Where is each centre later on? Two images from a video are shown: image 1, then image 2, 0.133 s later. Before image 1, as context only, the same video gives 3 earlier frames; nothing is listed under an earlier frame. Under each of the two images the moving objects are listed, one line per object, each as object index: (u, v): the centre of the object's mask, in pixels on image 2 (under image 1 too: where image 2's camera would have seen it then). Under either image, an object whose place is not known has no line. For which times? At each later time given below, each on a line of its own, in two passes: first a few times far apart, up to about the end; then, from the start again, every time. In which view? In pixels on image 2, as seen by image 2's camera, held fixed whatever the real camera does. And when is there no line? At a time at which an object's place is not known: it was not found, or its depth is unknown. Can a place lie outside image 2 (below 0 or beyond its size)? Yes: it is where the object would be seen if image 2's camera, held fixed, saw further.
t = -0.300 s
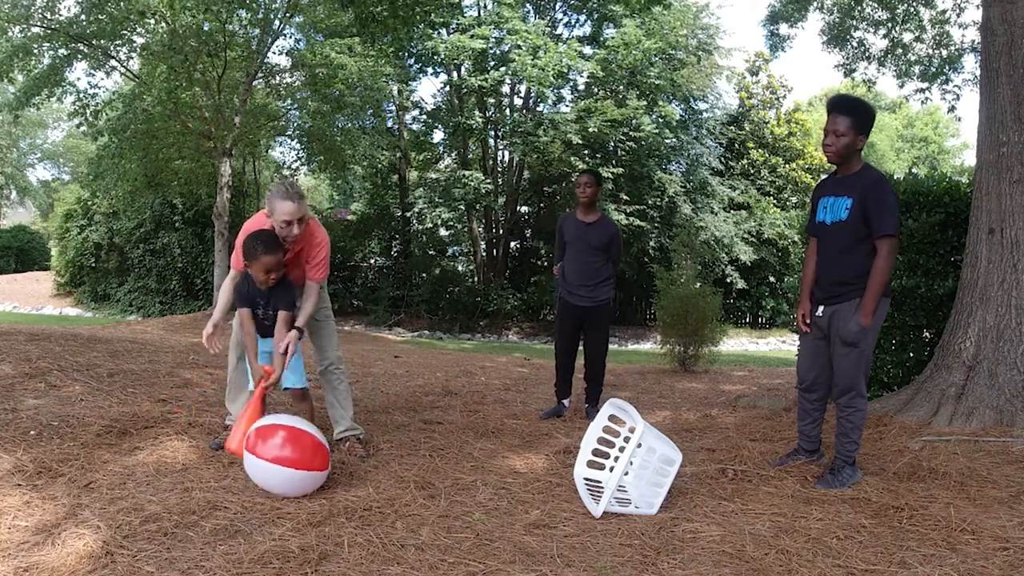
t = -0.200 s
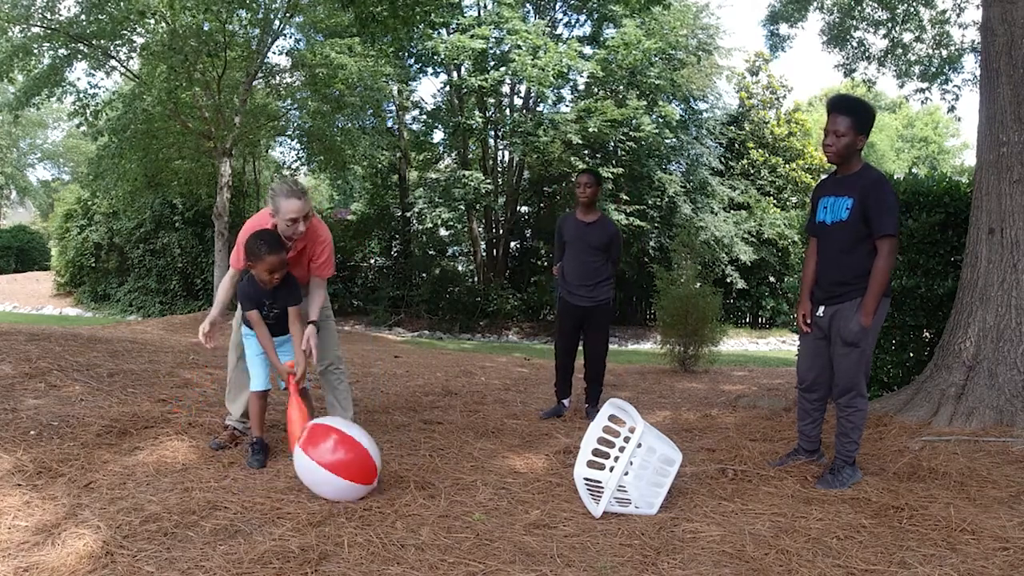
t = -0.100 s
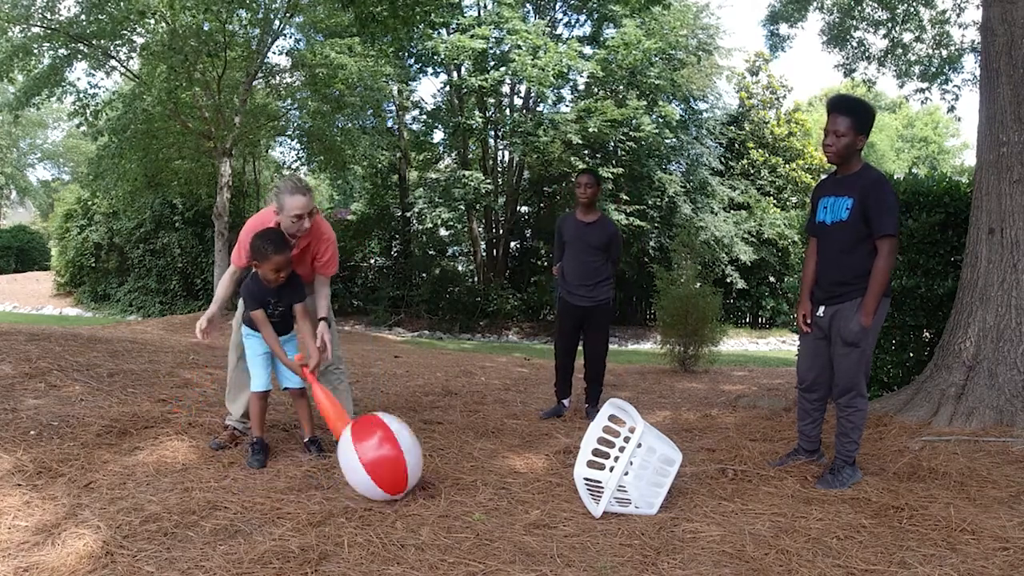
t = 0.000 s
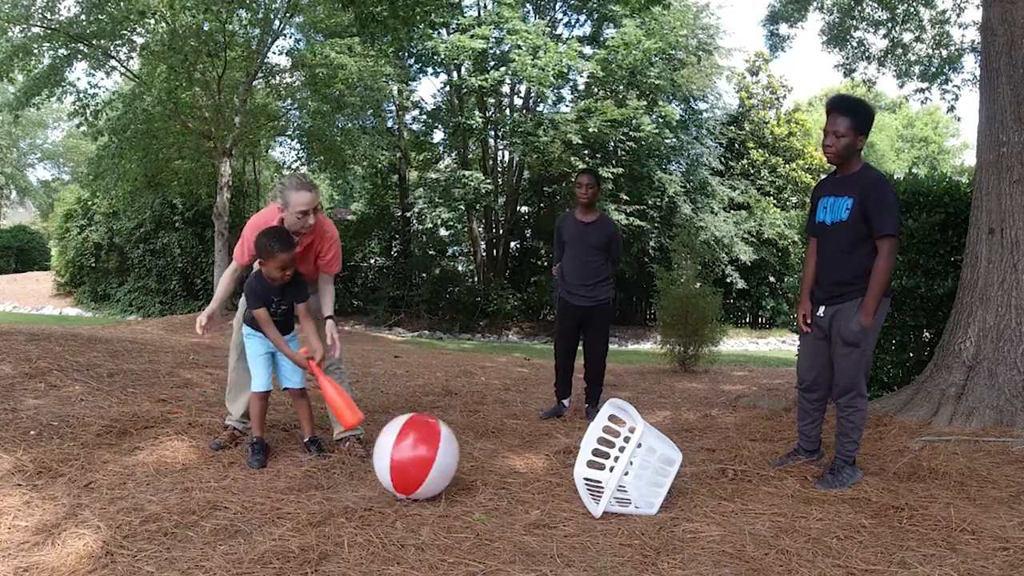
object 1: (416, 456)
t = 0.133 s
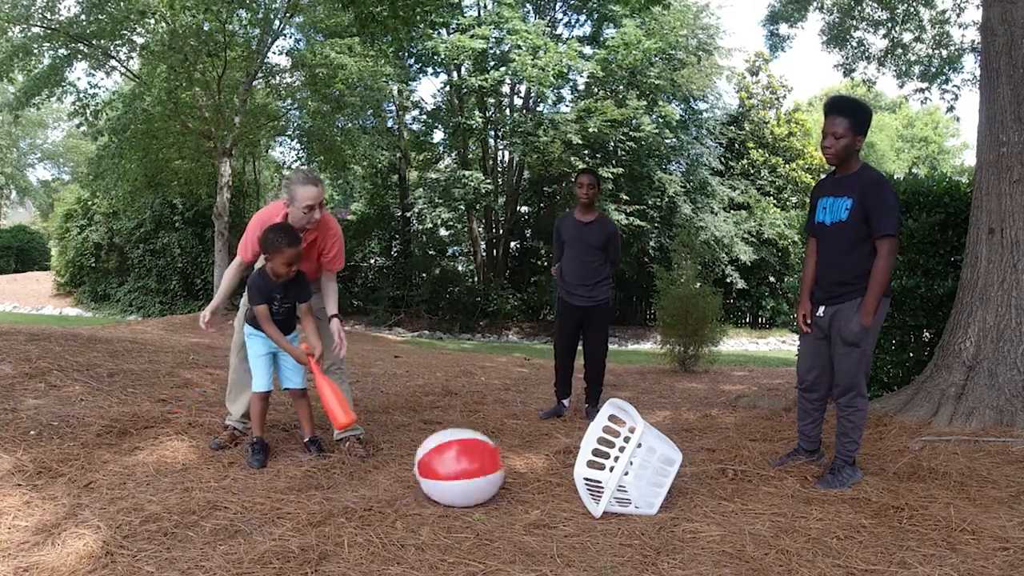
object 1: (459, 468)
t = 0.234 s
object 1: (489, 464)
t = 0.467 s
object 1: (550, 461)
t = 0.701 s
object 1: (590, 450)
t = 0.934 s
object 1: (602, 445)
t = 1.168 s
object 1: (601, 452)
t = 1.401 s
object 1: (602, 455)
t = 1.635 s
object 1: (601, 458)
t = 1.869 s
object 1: (599, 460)
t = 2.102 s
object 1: (599, 460)
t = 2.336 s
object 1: (599, 460)
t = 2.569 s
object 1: (600, 459)
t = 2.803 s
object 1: (600, 458)
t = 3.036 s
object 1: (601, 458)
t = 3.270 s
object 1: (602, 457)
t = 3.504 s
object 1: (602, 457)
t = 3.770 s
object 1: (602, 457)
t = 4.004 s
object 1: (602, 457)
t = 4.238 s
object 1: (602, 456)
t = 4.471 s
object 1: (602, 456)
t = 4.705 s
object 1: (602, 456)
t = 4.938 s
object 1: (602, 456)
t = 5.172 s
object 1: (602, 456)
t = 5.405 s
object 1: (602, 456)
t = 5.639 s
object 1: (602, 456)
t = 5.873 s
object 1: (602, 456)
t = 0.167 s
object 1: (469, 468)
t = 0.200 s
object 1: (479, 466)
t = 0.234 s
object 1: (489, 464)
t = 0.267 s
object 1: (498, 463)
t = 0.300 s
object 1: (508, 462)
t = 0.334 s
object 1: (517, 462)
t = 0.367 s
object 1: (526, 462)
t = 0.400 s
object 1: (534, 463)
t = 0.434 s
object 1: (542, 462)
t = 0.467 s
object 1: (550, 461)
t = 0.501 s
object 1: (558, 459)
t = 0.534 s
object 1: (565, 459)
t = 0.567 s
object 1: (572, 460)
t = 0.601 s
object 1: (578, 457)
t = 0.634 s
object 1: (583, 454)
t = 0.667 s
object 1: (587, 451)
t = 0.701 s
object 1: (590, 450)
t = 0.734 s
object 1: (594, 450)
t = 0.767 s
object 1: (598, 451)
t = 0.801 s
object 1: (602, 448)
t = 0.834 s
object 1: (603, 445)
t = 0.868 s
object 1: (603, 444)
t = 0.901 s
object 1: (603, 444)
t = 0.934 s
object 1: (602, 445)
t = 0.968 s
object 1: (601, 449)
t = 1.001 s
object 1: (601, 451)
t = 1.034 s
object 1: (600, 451)
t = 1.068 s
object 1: (599, 451)
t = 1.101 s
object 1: (599, 452)
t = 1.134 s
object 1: (600, 452)
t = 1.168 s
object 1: (601, 452)
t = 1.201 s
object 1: (602, 452)
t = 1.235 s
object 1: (603, 453)
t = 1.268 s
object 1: (603, 453)
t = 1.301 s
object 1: (604, 453)
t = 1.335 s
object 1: (603, 453)
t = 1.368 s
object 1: (603, 454)
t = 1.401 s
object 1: (602, 455)
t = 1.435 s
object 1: (602, 455)
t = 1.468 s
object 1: (601, 456)
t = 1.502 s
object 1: (601, 456)
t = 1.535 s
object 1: (601, 457)
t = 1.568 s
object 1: (601, 457)
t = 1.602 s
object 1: (601, 457)
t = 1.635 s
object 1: (601, 458)
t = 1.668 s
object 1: (600, 458)
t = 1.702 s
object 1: (600, 459)
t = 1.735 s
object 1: (600, 458)
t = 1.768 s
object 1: (600, 459)
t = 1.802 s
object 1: (600, 459)
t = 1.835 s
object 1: (599, 459)
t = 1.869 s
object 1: (599, 460)
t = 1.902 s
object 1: (599, 460)
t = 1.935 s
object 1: (599, 460)
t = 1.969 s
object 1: (599, 460)
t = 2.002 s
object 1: (599, 460)
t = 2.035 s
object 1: (599, 460)
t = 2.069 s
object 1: (599, 460)
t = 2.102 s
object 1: (599, 460)
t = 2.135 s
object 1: (598, 460)
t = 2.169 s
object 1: (598, 461)
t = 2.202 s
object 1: (598, 461)
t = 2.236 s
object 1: (598, 461)
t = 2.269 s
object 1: (598, 461)
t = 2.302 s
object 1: (599, 460)
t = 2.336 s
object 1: (599, 460)
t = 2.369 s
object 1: (599, 460)
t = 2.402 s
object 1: (599, 460)
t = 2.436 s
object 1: (599, 460)
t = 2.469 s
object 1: (600, 459)
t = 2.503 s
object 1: (600, 459)
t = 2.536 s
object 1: (600, 459)
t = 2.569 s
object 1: (600, 459)
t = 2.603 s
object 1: (600, 459)
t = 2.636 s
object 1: (600, 459)
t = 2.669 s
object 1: (600, 459)
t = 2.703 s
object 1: (600, 459)
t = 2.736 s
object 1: (600, 458)
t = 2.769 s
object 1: (600, 458)
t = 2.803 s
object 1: (600, 458)
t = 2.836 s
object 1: (600, 458)
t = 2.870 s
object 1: (600, 458)
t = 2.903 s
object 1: (600, 458)
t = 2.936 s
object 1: (600, 458)
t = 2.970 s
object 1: (600, 458)
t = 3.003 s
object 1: (600, 458)
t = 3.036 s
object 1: (601, 458)
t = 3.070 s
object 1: (601, 458)
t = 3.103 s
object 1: (601, 457)
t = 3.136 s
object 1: (601, 458)
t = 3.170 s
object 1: (601, 457)
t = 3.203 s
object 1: (601, 457)
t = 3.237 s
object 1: (602, 457)
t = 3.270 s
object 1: (602, 457)
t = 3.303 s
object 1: (602, 457)
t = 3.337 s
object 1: (602, 457)
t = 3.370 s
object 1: (602, 457)
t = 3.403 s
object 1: (602, 457)
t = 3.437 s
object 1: (602, 457)
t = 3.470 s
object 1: (602, 457)
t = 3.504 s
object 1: (602, 457)
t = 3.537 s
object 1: (602, 457)
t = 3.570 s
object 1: (602, 457)
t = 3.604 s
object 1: (602, 457)
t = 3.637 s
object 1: (602, 457)
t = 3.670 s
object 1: (602, 457)
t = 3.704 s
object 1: (602, 457)
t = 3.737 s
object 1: (602, 457)
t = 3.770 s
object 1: (602, 457)
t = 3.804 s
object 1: (602, 457)
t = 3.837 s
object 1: (602, 457)
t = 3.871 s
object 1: (602, 457)
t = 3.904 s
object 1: (602, 457)
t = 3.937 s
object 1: (602, 457)
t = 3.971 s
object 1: (602, 457)
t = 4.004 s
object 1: (602, 457)
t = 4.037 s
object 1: (602, 457)
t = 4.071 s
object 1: (602, 457)
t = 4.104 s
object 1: (602, 457)
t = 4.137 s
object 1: (602, 457)
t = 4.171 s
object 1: (602, 457)
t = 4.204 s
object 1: (602, 457)
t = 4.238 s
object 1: (602, 456)
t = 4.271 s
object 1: (602, 456)
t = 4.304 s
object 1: (602, 456)
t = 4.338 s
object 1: (602, 456)
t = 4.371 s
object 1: (602, 456)
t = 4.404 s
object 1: (602, 456)
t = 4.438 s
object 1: (602, 456)
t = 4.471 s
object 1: (602, 456)
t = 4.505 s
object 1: (602, 456)
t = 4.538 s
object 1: (602, 456)
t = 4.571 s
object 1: (602, 456)
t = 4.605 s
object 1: (602, 456)
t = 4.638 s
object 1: (602, 456)
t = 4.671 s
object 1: (602, 456)
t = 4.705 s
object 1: (602, 456)
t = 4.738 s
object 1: (602, 456)
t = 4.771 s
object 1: (602, 456)
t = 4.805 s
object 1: (602, 456)
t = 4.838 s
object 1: (602, 456)
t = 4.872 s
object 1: (602, 456)
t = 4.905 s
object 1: (602, 456)
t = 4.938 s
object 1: (602, 456)
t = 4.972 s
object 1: (602, 456)
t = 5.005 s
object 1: (602, 456)
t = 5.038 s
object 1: (602, 456)
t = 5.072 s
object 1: (602, 456)
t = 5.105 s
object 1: (602, 456)
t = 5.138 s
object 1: (602, 456)
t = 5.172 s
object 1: (602, 456)
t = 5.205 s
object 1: (602, 456)
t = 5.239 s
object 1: (602, 456)
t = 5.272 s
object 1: (602, 456)
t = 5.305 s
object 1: (602, 456)
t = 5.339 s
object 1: (602, 456)
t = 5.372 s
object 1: (602, 456)
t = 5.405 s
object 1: (602, 456)
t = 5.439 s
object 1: (602, 456)
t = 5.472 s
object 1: (602, 456)
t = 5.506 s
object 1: (602, 456)
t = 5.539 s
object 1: (602, 456)
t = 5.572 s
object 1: (602, 456)
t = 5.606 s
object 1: (602, 456)
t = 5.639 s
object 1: (602, 456)
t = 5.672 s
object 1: (602, 456)
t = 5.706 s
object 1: (602, 456)
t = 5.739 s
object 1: (602, 456)
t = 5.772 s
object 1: (602, 456)
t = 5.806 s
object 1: (602, 456)
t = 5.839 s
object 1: (602, 456)
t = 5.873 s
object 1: (602, 456)
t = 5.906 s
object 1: (602, 456)
